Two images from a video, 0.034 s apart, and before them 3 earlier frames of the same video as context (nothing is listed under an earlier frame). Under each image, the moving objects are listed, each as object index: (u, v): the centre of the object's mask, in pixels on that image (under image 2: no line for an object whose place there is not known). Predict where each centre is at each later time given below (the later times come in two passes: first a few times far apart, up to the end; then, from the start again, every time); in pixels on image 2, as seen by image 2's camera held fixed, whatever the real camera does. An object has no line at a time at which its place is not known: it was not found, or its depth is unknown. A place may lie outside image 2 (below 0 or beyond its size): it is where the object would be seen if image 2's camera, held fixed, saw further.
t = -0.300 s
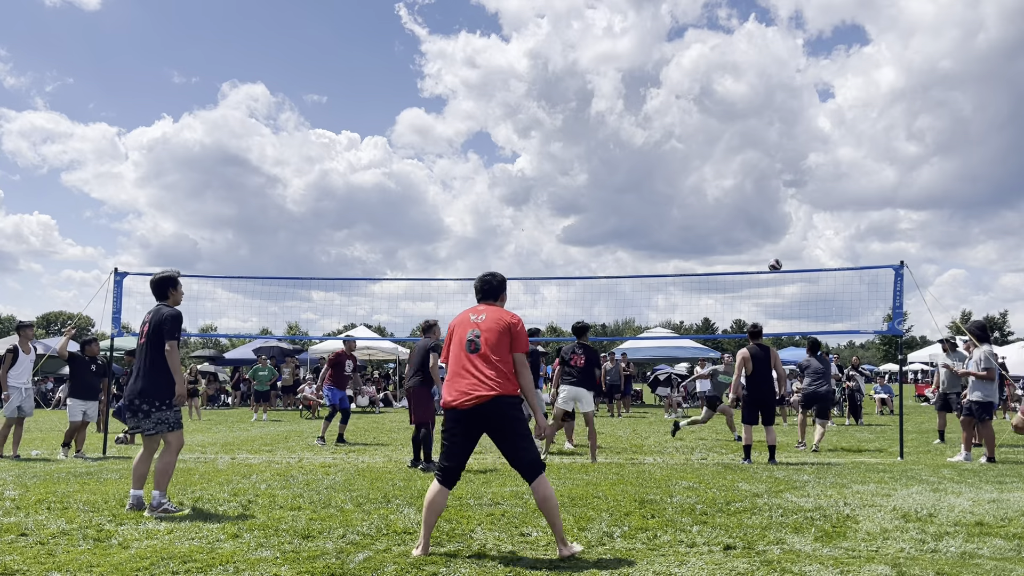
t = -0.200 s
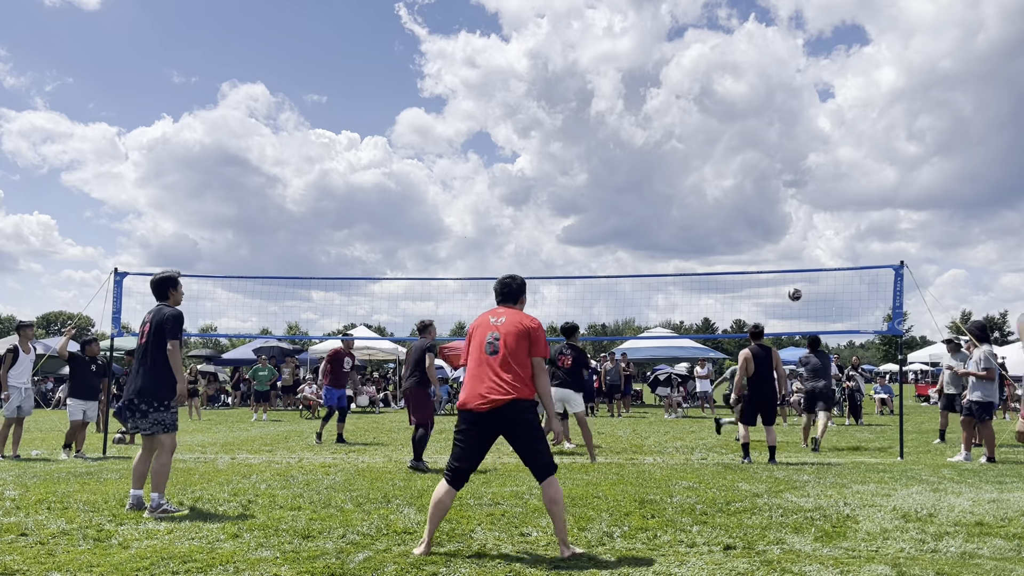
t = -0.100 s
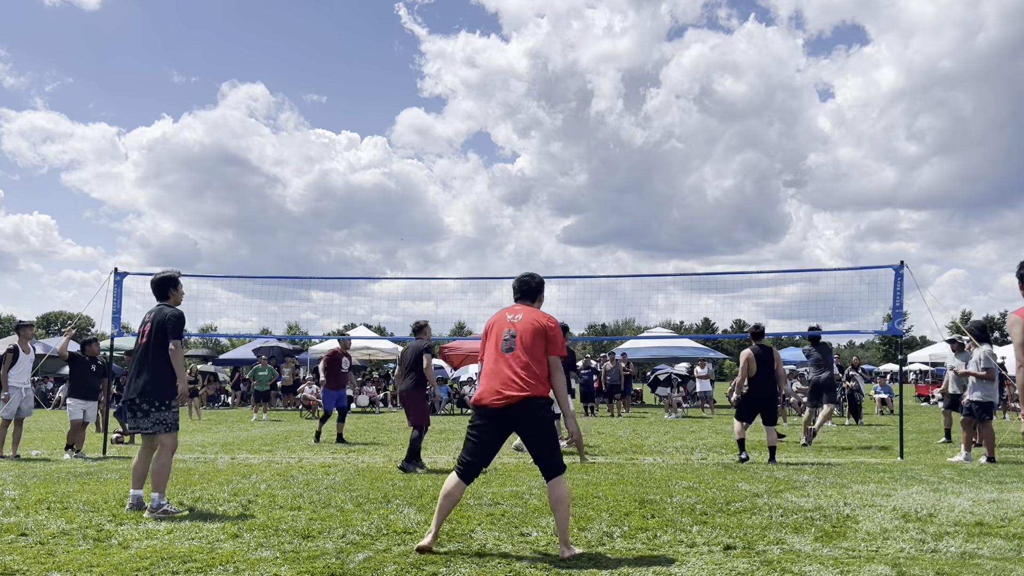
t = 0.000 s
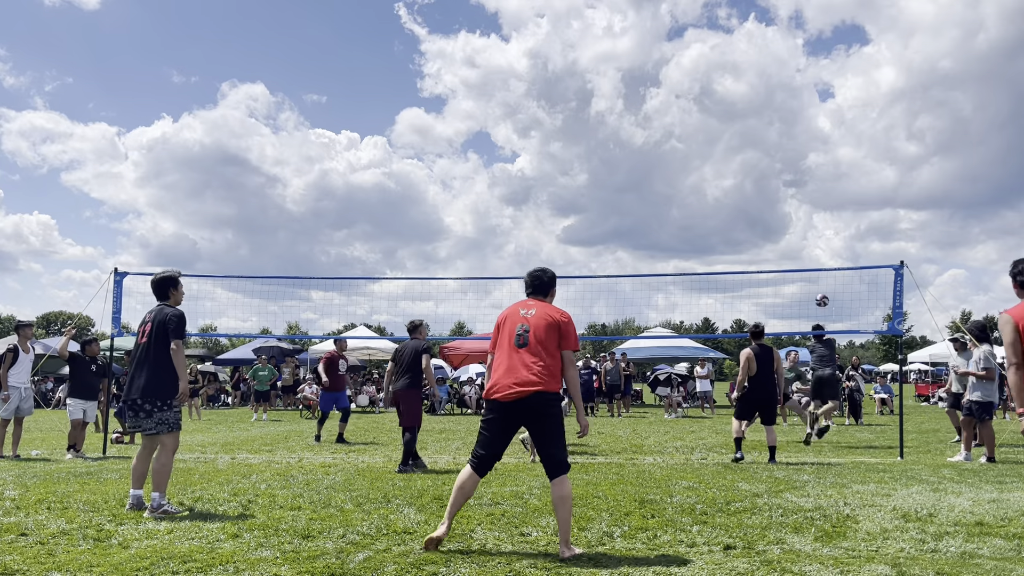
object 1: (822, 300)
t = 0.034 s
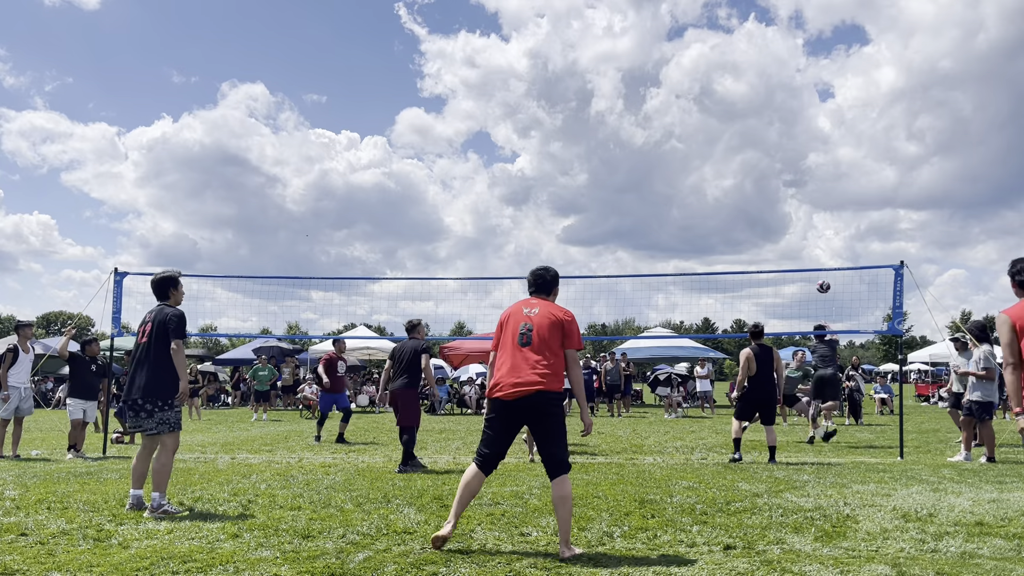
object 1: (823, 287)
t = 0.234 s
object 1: (832, 219)
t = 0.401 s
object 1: (839, 182)
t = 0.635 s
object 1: (850, 158)
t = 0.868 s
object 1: (862, 168)
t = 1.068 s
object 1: (872, 204)
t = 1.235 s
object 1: (881, 255)
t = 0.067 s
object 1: (825, 275)
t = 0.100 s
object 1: (826, 262)
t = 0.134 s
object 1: (827, 250)
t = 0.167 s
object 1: (829, 239)
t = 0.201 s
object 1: (831, 229)
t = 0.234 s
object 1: (832, 219)
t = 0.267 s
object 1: (833, 210)
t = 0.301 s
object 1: (834, 202)
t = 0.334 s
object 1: (836, 194)
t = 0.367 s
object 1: (838, 188)
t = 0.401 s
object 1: (839, 182)
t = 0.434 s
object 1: (841, 176)
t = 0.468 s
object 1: (842, 171)
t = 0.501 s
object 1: (844, 167)
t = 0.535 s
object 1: (845, 164)
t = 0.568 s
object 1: (847, 161)
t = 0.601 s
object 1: (848, 159)
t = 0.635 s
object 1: (850, 158)
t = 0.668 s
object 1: (852, 157)
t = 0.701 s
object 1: (853, 157)
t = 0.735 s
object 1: (855, 157)
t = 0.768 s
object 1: (856, 159)
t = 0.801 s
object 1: (858, 161)
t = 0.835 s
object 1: (860, 164)
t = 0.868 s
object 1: (862, 168)
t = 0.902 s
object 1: (863, 172)
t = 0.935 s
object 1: (865, 177)
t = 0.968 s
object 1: (867, 182)
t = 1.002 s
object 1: (869, 189)
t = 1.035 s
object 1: (870, 196)
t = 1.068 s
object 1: (872, 204)
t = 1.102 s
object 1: (874, 213)
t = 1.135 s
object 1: (875, 222)
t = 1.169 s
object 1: (877, 232)
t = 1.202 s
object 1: (879, 243)
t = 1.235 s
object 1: (881, 255)
